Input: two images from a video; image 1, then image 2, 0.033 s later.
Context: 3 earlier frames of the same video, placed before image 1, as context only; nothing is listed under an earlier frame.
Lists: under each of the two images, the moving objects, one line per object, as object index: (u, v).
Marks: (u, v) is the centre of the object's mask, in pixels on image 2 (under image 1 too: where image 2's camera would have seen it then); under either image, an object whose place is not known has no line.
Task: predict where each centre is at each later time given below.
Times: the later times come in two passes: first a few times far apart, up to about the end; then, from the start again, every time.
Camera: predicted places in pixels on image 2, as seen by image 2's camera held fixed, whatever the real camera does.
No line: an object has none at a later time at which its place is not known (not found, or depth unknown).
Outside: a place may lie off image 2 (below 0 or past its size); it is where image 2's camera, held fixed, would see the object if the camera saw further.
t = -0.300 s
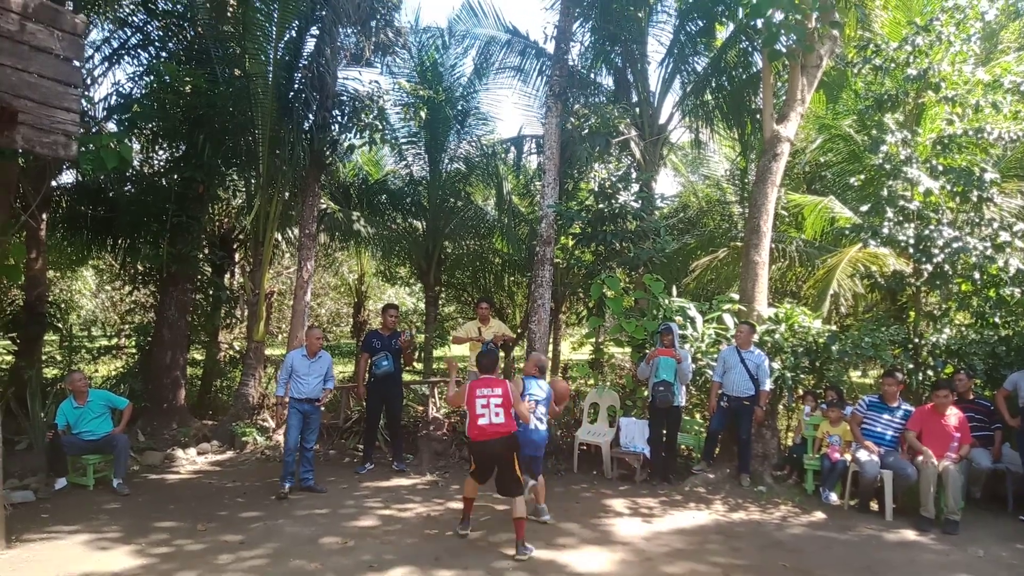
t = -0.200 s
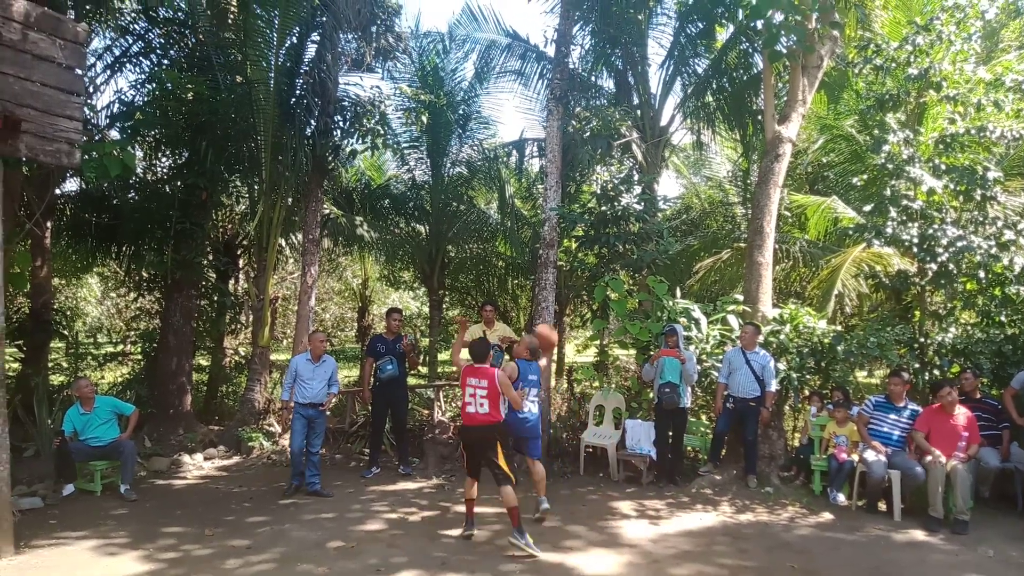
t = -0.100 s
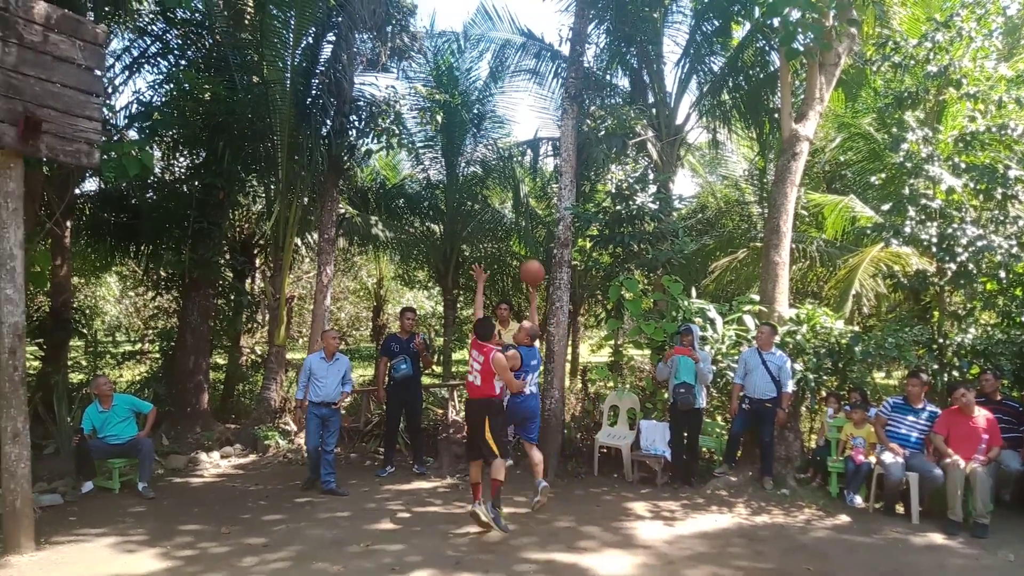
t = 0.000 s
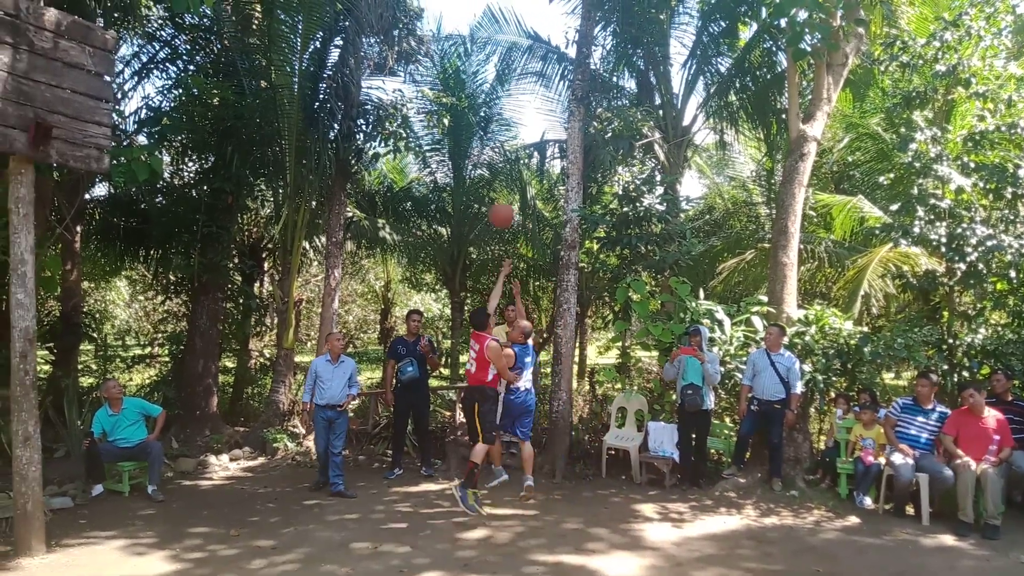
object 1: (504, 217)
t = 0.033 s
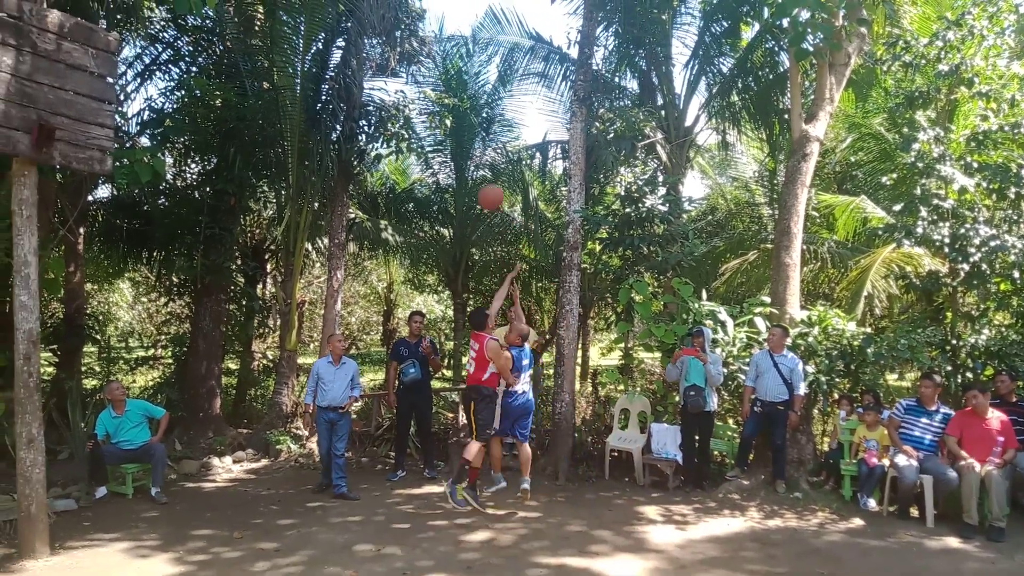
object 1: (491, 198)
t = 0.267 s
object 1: (396, 96)
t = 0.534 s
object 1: (272, 42)
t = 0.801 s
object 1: (129, 79)
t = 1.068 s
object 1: (132, 197)
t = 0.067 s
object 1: (478, 180)
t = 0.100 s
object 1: (464, 164)
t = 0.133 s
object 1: (452, 148)
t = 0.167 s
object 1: (438, 132)
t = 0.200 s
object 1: (423, 120)
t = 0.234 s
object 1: (410, 107)
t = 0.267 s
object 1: (396, 96)
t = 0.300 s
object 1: (381, 84)
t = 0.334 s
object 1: (366, 75)
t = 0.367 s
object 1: (352, 67)
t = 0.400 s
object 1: (336, 60)
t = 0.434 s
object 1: (320, 53)
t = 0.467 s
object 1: (305, 48)
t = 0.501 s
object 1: (289, 45)
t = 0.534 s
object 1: (272, 42)
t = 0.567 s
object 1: (256, 42)
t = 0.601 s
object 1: (239, 42)
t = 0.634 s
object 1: (222, 45)
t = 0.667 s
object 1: (203, 48)
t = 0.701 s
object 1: (185, 53)
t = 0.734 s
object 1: (168, 60)
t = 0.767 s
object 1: (148, 69)
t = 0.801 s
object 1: (129, 79)
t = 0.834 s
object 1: (109, 91)
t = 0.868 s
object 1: (90, 105)
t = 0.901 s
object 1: (71, 122)
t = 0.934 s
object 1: (75, 133)
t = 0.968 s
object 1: (88, 149)
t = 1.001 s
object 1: (103, 160)
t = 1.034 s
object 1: (118, 178)
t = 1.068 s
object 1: (132, 197)
